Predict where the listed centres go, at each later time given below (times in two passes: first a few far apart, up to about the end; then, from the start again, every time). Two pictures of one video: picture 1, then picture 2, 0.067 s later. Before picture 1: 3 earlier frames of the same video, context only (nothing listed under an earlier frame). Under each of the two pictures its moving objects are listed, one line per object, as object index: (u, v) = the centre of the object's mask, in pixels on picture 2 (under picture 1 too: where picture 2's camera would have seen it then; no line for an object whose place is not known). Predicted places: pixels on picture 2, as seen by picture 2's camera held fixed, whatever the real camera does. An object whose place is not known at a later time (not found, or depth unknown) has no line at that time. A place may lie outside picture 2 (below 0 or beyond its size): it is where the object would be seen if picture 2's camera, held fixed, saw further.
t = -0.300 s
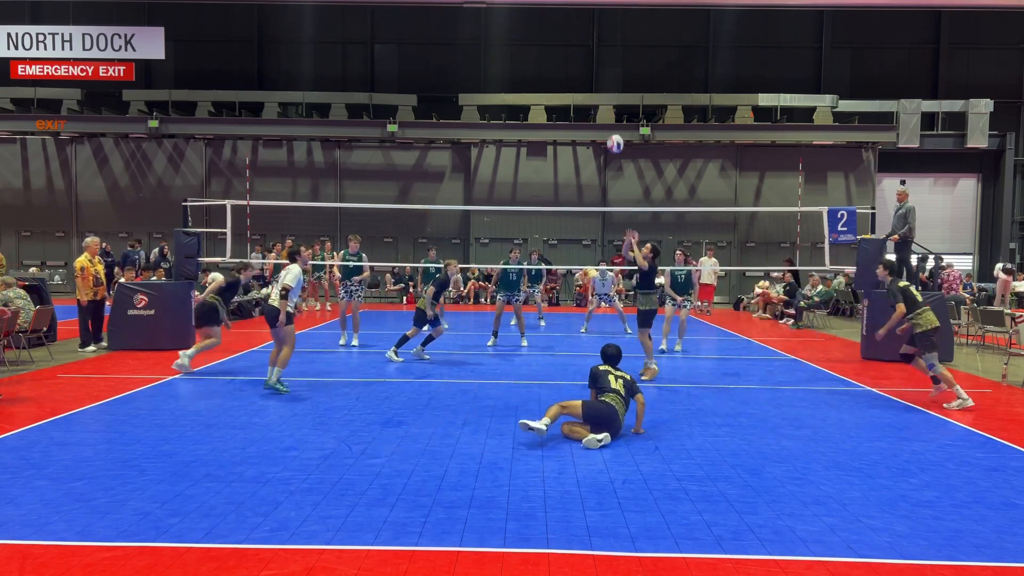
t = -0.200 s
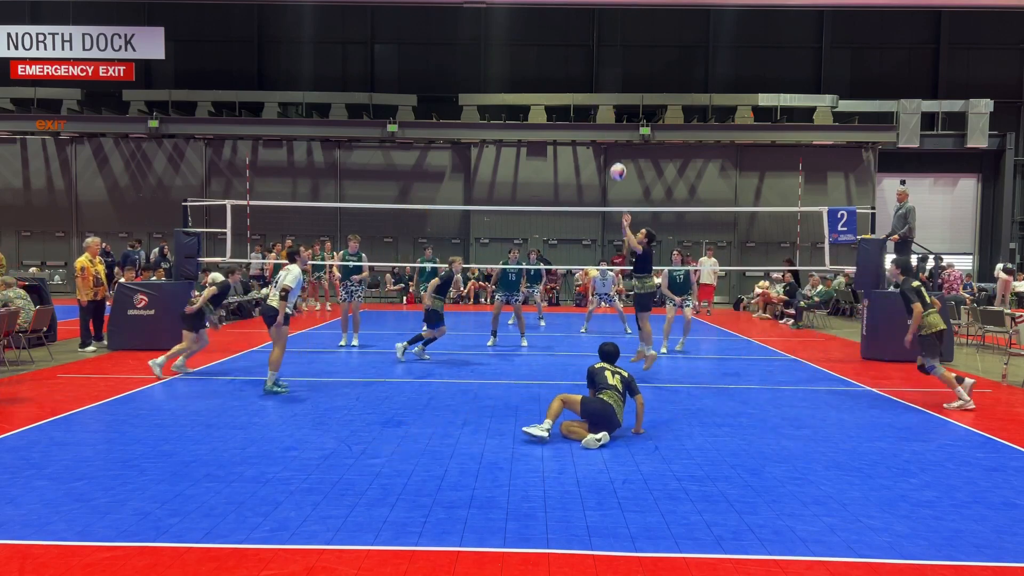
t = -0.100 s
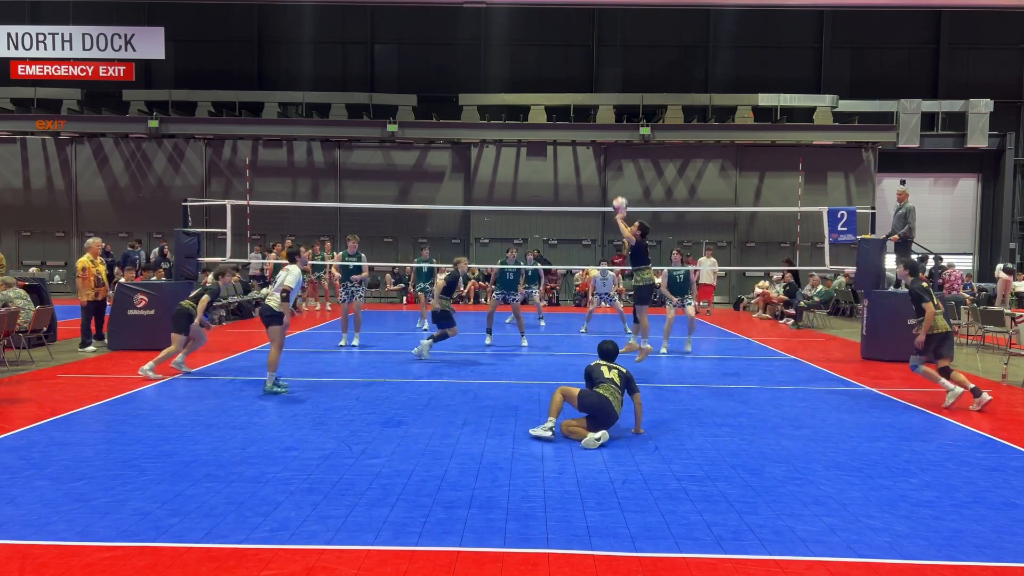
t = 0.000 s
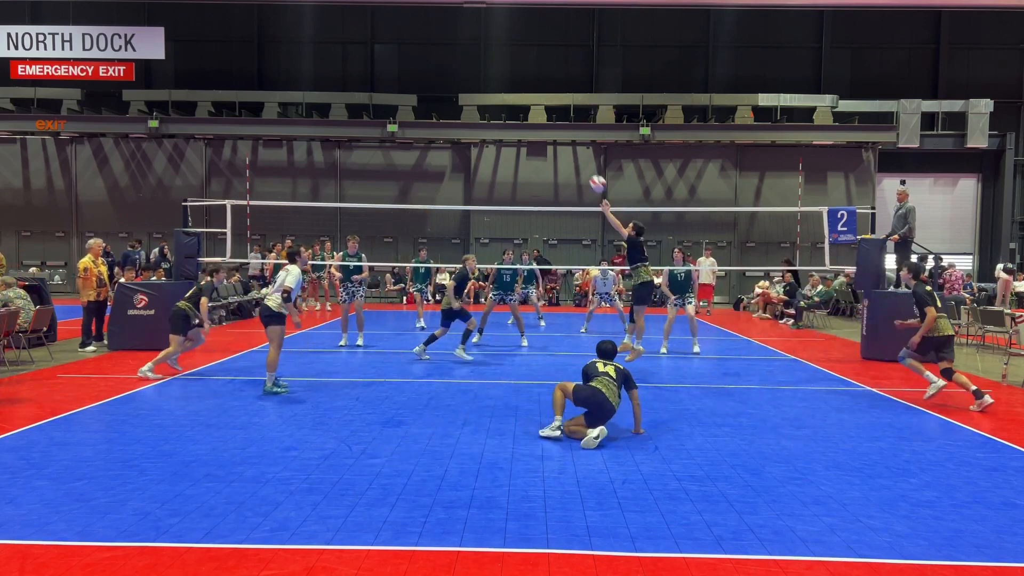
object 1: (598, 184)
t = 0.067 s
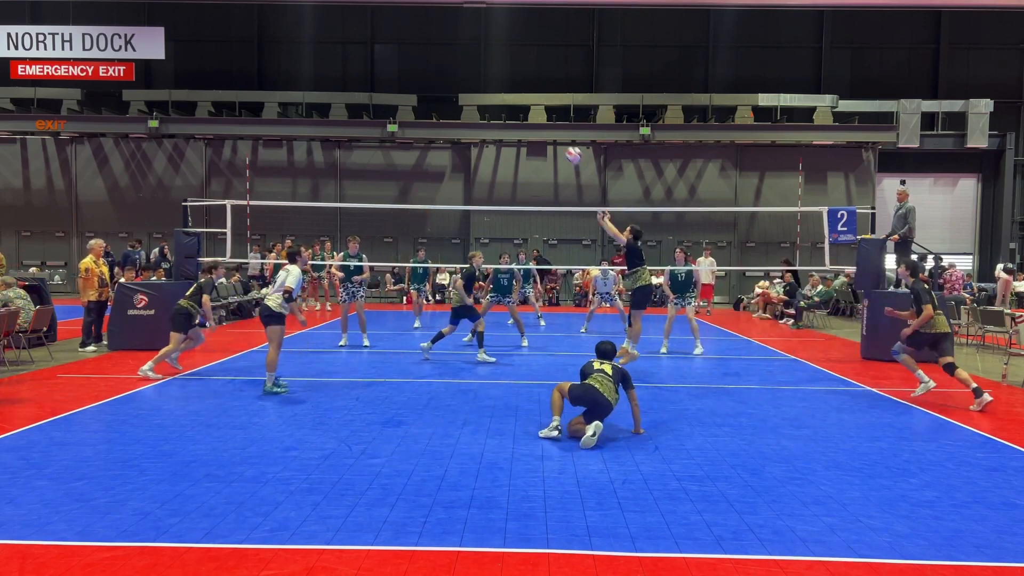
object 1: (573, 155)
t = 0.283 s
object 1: (503, 88)
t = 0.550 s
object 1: (424, 57)
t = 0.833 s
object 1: (349, 80)
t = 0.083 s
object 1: (568, 149)
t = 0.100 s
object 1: (562, 143)
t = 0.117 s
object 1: (556, 136)
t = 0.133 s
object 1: (551, 129)
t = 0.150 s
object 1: (545, 124)
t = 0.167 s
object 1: (540, 119)
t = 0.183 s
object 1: (534, 114)
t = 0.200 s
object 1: (529, 109)
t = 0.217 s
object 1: (523, 105)
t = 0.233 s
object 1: (518, 100)
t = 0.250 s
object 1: (513, 96)
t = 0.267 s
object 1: (507, 91)
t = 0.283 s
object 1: (503, 88)
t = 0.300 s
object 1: (497, 85)
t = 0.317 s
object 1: (492, 81)
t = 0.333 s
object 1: (487, 78)
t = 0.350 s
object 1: (482, 75)
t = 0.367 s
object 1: (477, 73)
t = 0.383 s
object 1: (472, 70)
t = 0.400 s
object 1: (467, 68)
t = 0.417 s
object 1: (462, 66)
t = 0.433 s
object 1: (457, 64)
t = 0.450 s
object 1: (452, 62)
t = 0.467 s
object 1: (447, 61)
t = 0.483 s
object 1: (443, 60)
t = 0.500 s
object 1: (438, 59)
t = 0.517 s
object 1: (433, 58)
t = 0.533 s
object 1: (429, 58)
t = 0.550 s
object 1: (424, 57)
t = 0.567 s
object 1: (419, 57)
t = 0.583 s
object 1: (415, 57)
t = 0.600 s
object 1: (410, 57)
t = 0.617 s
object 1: (406, 58)
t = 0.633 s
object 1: (401, 59)
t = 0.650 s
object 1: (397, 59)
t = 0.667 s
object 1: (392, 60)
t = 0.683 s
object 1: (388, 61)
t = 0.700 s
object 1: (383, 63)
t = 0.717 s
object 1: (379, 64)
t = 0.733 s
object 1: (375, 66)
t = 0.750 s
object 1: (370, 68)
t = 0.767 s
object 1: (366, 70)
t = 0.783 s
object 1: (362, 73)
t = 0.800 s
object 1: (358, 75)
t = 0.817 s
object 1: (354, 78)
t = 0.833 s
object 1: (349, 80)
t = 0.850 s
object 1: (345, 84)
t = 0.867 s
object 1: (341, 86)
